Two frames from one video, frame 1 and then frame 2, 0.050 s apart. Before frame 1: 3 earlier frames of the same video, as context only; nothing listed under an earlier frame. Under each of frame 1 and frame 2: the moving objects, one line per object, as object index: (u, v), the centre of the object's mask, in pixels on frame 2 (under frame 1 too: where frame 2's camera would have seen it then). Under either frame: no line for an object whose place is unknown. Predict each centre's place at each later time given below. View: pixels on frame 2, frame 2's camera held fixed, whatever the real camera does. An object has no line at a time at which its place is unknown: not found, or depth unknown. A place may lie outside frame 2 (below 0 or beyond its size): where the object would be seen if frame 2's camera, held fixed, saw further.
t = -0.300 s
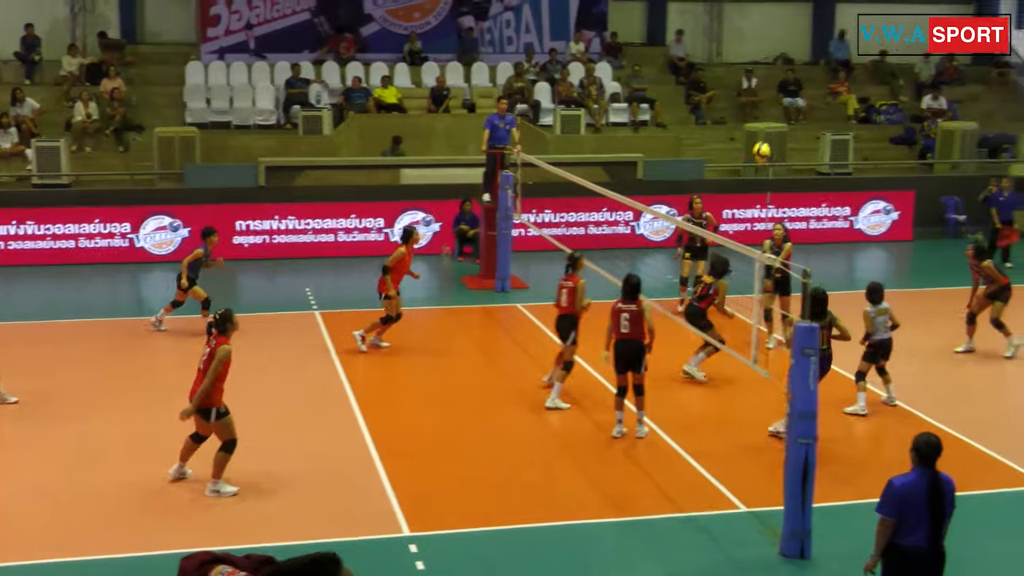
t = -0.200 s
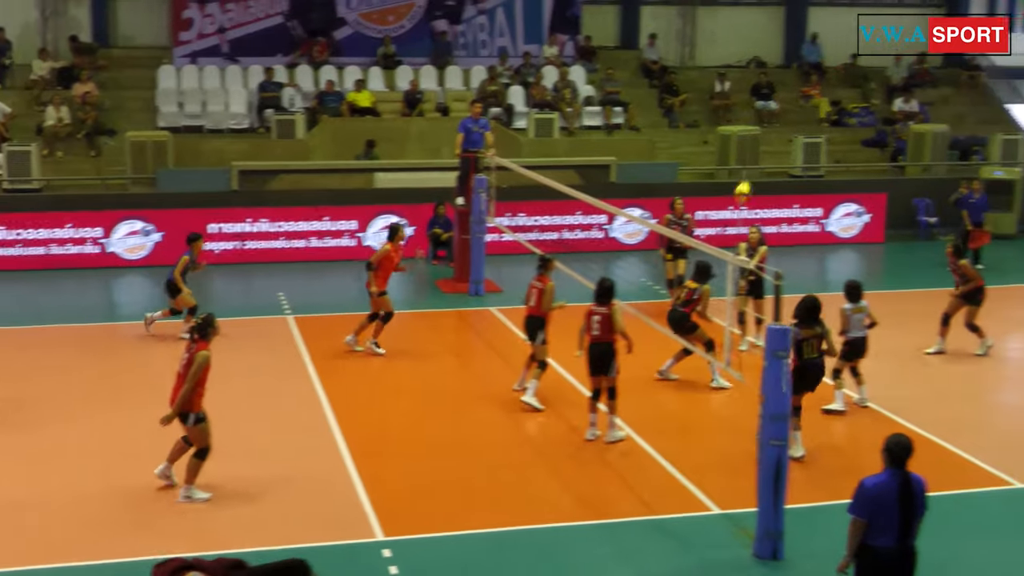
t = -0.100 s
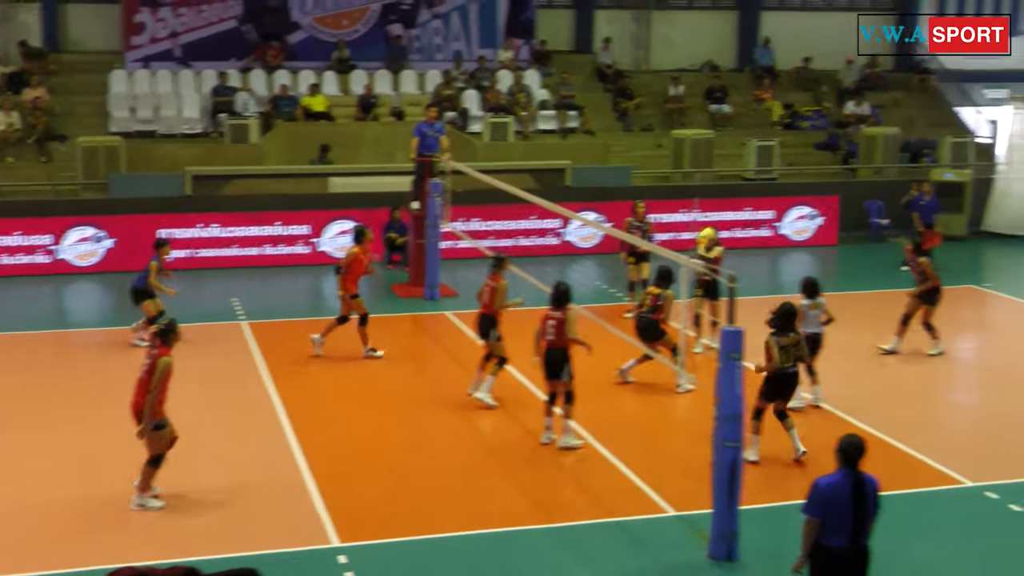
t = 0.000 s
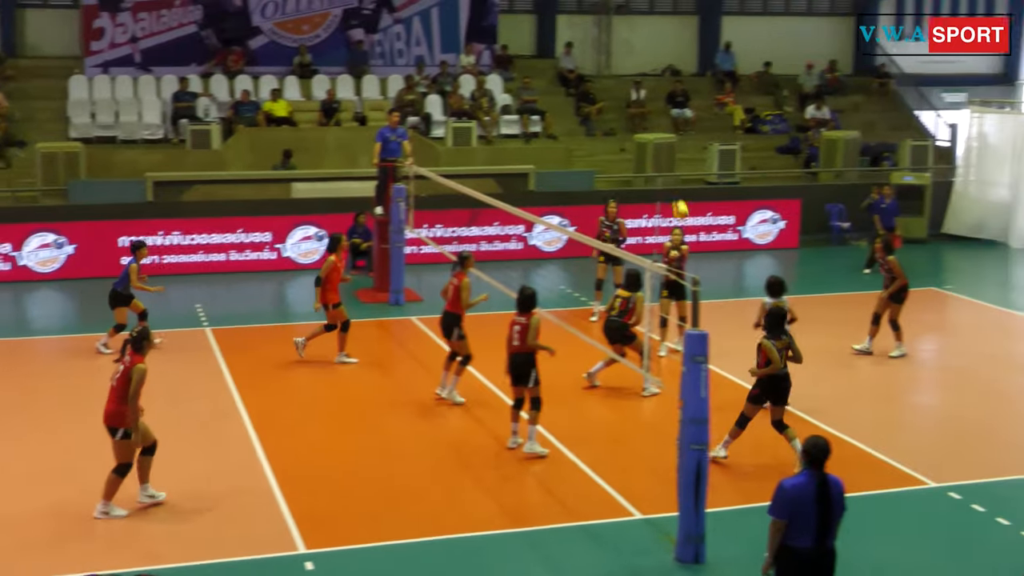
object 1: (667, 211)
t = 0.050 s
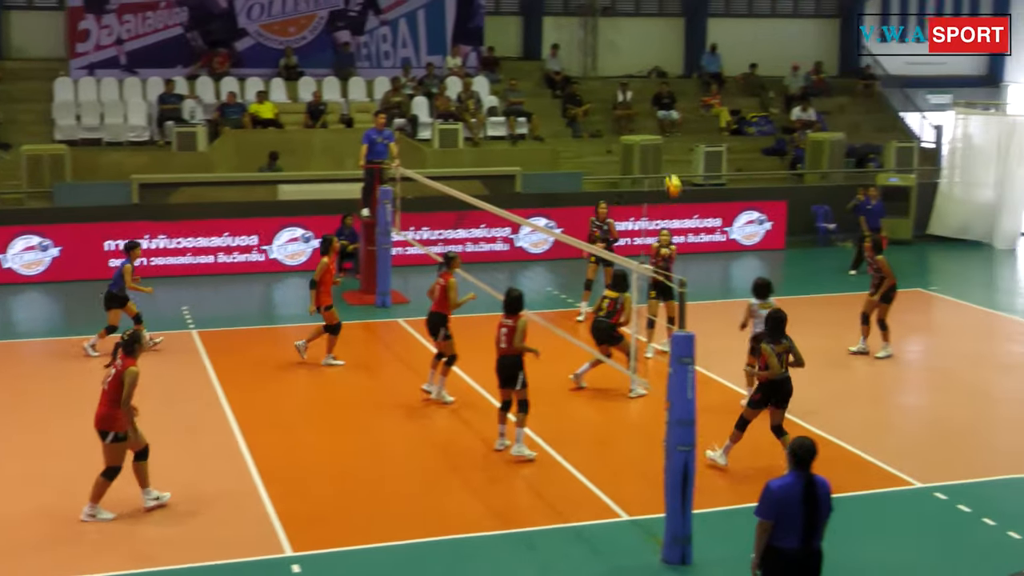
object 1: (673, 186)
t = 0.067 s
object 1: (674, 176)
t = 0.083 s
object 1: (676, 167)
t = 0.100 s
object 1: (677, 160)
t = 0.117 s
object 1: (679, 151)
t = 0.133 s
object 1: (681, 142)
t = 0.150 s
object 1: (682, 136)
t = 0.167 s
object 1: (684, 128)
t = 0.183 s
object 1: (686, 123)
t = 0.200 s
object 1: (687, 115)
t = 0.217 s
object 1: (689, 109)
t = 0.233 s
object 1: (690, 102)
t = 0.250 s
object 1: (692, 95)
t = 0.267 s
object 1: (694, 90)
